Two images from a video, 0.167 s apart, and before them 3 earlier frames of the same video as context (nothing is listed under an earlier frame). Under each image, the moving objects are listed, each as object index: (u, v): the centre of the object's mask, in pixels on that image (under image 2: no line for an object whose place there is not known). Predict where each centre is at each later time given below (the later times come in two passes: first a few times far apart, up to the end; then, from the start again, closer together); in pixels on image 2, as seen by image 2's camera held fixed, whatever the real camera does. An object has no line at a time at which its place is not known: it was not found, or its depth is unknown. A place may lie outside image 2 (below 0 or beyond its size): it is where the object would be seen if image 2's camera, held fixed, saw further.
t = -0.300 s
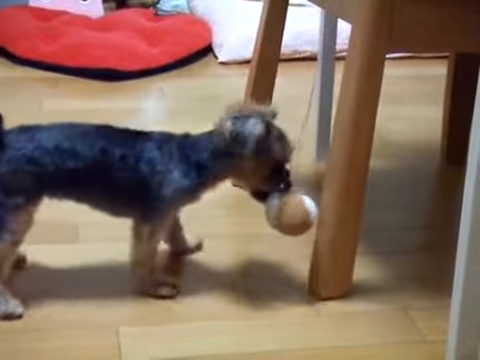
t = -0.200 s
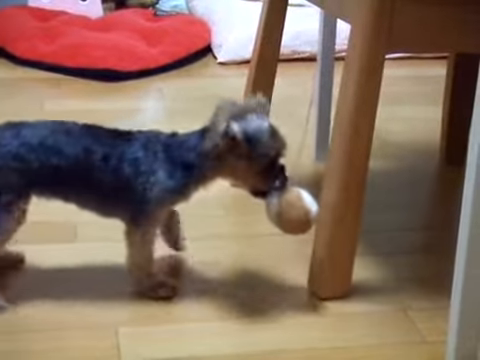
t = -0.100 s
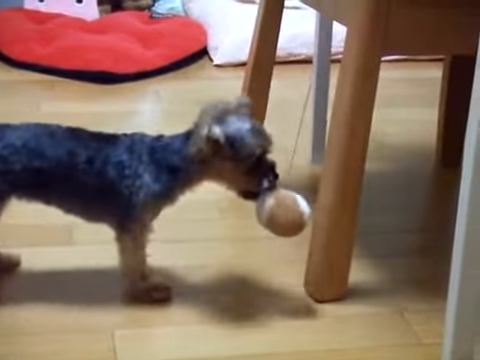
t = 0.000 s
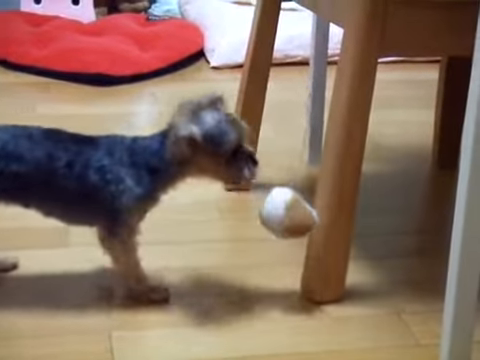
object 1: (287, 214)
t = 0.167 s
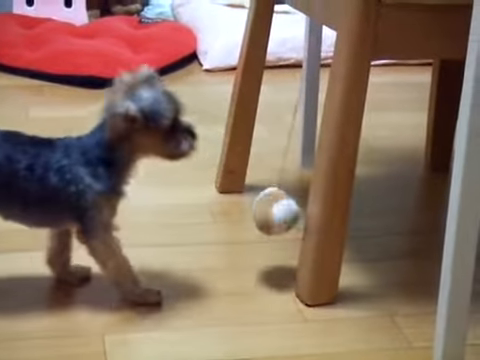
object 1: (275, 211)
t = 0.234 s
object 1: (278, 204)
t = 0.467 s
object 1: (302, 163)
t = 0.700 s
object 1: (305, 174)
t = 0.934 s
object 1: (287, 214)
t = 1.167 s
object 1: (263, 207)
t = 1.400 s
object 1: (293, 186)
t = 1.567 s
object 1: (308, 169)
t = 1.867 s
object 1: (299, 202)
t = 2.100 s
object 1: (275, 213)
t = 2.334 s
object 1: (278, 207)
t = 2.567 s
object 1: (305, 186)
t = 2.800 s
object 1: (310, 181)
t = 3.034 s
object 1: (287, 207)
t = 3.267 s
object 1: (271, 211)
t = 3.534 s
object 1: (296, 200)
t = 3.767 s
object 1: (308, 187)
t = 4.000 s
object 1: (294, 195)
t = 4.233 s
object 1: (271, 208)
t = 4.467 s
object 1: (285, 210)
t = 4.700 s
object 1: (307, 192)
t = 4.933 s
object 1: (305, 182)
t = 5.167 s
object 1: (283, 202)
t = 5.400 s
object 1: (271, 209)
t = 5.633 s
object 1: (297, 206)
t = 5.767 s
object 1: (309, 191)
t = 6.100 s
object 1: (296, 196)
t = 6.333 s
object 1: (270, 203)
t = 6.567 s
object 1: (282, 209)
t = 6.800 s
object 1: (304, 201)
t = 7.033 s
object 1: (306, 194)
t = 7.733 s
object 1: (296, 207)
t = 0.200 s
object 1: (276, 208)
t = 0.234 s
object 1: (278, 204)
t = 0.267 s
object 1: (281, 199)
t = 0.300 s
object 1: (285, 192)
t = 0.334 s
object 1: (289, 185)
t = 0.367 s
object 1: (293, 176)
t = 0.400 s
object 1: (297, 172)
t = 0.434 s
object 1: (299, 167)
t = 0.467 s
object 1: (302, 163)
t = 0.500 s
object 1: (304, 163)
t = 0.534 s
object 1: (306, 161)
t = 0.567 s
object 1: (306, 163)
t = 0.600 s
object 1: (307, 163)
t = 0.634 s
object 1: (306, 168)
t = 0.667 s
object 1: (306, 168)
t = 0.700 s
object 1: (305, 174)
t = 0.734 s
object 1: (304, 178)
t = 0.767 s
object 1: (303, 185)
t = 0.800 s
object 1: (301, 194)
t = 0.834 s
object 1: (298, 200)
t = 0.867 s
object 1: (295, 207)
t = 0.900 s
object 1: (291, 211)
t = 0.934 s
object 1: (287, 214)
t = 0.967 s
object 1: (284, 216)
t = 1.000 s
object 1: (280, 215)
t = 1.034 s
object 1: (276, 215)
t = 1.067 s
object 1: (272, 213)
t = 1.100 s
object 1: (267, 211)
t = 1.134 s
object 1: (265, 209)
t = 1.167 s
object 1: (263, 207)
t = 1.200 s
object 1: (264, 205)
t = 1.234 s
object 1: (266, 202)
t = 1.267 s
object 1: (270, 200)
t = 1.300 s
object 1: (275, 198)
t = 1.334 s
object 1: (282, 194)
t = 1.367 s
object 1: (288, 192)
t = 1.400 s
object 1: (293, 186)
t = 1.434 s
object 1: (296, 182)
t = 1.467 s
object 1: (301, 176)
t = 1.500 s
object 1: (304, 179)
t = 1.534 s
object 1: (308, 169)
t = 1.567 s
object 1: (308, 169)
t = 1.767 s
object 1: (308, 188)
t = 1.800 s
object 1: (305, 193)
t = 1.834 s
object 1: (302, 198)
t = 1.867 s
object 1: (299, 202)
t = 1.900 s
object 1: (296, 204)
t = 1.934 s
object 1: (293, 209)
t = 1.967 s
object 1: (290, 212)
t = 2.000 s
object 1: (288, 213)
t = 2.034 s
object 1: (283, 213)
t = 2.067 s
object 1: (279, 213)
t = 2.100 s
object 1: (275, 213)
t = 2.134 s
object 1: (271, 212)
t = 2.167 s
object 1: (269, 212)
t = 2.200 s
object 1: (269, 211)
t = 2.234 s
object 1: (270, 211)
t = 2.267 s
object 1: (272, 210)
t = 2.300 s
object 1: (275, 209)
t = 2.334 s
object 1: (278, 207)
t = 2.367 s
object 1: (282, 205)
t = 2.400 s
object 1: (286, 202)
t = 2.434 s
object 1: (289, 200)
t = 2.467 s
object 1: (292, 198)
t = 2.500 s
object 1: (297, 195)
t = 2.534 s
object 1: (301, 192)
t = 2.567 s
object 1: (305, 186)
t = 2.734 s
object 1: (310, 182)
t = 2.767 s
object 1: (311, 180)
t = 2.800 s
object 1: (310, 181)
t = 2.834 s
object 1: (308, 184)
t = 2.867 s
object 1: (304, 188)
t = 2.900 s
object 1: (301, 192)
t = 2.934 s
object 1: (297, 198)
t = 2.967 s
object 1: (294, 201)
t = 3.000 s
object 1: (291, 204)
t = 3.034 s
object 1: (287, 207)
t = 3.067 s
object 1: (283, 209)
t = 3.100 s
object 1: (280, 210)
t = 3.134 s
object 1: (276, 210)
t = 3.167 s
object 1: (273, 211)
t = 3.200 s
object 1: (272, 211)
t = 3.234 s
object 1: (271, 211)
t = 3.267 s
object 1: (271, 211)
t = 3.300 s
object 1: (272, 211)
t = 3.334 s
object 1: (275, 211)
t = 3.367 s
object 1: (278, 210)
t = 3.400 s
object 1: (282, 209)
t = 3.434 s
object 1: (285, 208)
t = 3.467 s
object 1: (289, 206)
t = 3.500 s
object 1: (292, 203)
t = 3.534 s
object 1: (296, 200)
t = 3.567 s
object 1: (299, 197)
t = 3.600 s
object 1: (303, 194)
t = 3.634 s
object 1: (304, 193)
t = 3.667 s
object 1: (306, 190)
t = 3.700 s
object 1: (307, 189)
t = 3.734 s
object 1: (308, 187)
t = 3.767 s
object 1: (308, 187)
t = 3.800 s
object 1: (308, 187)
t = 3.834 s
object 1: (307, 188)
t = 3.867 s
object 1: (305, 190)
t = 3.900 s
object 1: (303, 191)
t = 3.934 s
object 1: (300, 193)
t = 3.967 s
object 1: (297, 193)
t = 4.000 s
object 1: (294, 195)
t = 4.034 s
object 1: (292, 199)
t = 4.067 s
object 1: (289, 201)
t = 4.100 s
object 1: (285, 203)
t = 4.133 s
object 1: (281, 205)
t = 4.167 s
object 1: (277, 206)
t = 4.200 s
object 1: (274, 207)
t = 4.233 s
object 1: (271, 208)
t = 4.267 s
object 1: (270, 208)
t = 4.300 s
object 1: (270, 209)
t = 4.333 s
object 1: (270, 209)
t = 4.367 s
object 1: (272, 210)
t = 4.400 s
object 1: (277, 210)
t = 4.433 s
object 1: (280, 210)
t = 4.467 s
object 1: (285, 210)
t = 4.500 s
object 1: (289, 209)
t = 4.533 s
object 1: (292, 208)
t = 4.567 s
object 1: (295, 206)
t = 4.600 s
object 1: (298, 203)
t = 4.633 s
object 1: (302, 200)
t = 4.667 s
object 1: (305, 193)
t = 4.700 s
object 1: (307, 192)
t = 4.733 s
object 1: (308, 191)
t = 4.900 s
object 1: (308, 179)
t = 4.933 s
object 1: (305, 182)
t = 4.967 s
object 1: (304, 188)
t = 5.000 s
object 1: (301, 189)
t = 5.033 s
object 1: (297, 192)
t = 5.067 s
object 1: (294, 194)
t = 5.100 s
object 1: (292, 195)
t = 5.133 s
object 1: (287, 200)
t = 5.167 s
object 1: (283, 202)
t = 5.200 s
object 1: (279, 203)
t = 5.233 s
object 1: (275, 204)
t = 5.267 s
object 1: (272, 206)
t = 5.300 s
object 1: (270, 206)
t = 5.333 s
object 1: (269, 207)
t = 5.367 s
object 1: (270, 208)
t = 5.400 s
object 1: (271, 209)
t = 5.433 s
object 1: (273, 209)
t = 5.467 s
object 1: (276, 210)
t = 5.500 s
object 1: (281, 210)
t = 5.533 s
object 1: (285, 210)
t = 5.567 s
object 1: (289, 209)
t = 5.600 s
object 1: (293, 208)
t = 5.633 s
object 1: (297, 206)
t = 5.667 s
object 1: (301, 203)
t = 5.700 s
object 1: (304, 198)
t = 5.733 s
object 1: (306, 198)
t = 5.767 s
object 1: (309, 191)
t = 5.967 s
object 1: (307, 194)
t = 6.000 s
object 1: (305, 193)
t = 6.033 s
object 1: (303, 193)
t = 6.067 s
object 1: (299, 195)
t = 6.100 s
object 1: (296, 196)
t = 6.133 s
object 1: (291, 197)
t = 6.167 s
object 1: (288, 201)
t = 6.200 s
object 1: (286, 198)
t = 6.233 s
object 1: (282, 200)
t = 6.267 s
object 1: (277, 201)
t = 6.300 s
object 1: (273, 202)
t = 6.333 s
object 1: (270, 203)
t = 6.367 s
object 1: (268, 204)
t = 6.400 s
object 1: (268, 205)
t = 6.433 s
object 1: (268, 206)
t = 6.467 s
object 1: (271, 207)
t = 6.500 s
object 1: (274, 208)
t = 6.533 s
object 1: (278, 209)
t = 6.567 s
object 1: (282, 209)
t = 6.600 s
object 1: (286, 209)
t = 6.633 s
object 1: (289, 209)
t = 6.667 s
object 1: (292, 208)
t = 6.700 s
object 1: (295, 206)
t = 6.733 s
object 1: (298, 204)
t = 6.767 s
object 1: (302, 202)
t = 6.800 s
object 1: (304, 201)
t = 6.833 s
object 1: (306, 199)
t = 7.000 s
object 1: (307, 193)
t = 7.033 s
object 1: (306, 194)
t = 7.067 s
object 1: (304, 193)
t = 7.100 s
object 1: (300, 193)
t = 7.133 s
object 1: (297, 194)
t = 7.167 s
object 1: (293, 195)
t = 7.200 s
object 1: (288, 196)
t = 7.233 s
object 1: (289, 197)
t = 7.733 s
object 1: (296, 207)
